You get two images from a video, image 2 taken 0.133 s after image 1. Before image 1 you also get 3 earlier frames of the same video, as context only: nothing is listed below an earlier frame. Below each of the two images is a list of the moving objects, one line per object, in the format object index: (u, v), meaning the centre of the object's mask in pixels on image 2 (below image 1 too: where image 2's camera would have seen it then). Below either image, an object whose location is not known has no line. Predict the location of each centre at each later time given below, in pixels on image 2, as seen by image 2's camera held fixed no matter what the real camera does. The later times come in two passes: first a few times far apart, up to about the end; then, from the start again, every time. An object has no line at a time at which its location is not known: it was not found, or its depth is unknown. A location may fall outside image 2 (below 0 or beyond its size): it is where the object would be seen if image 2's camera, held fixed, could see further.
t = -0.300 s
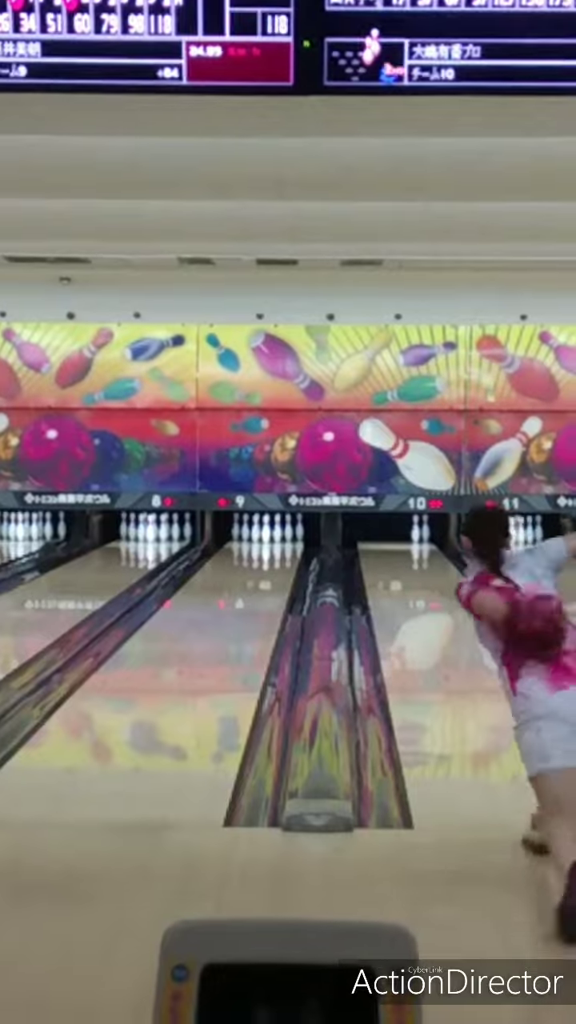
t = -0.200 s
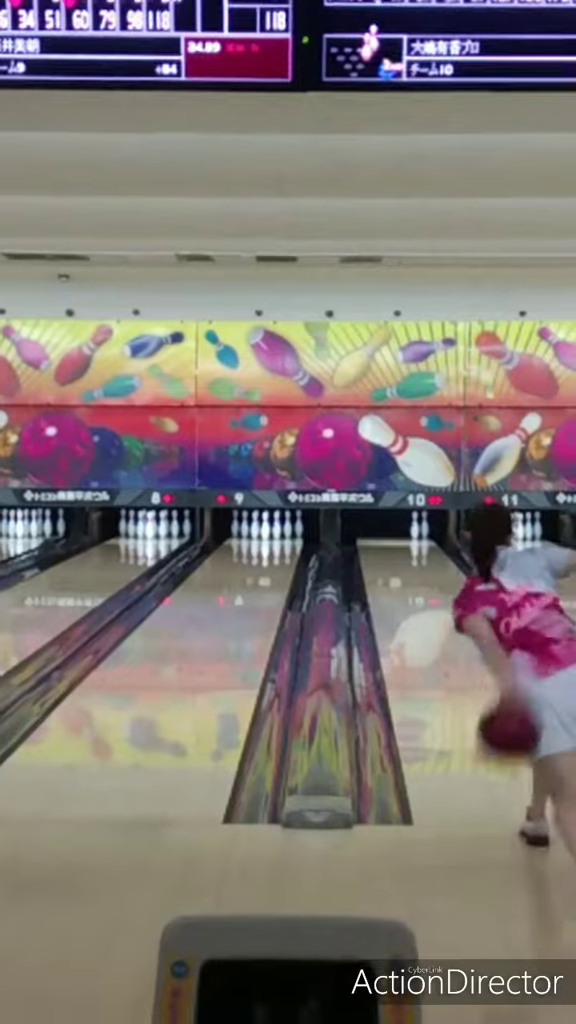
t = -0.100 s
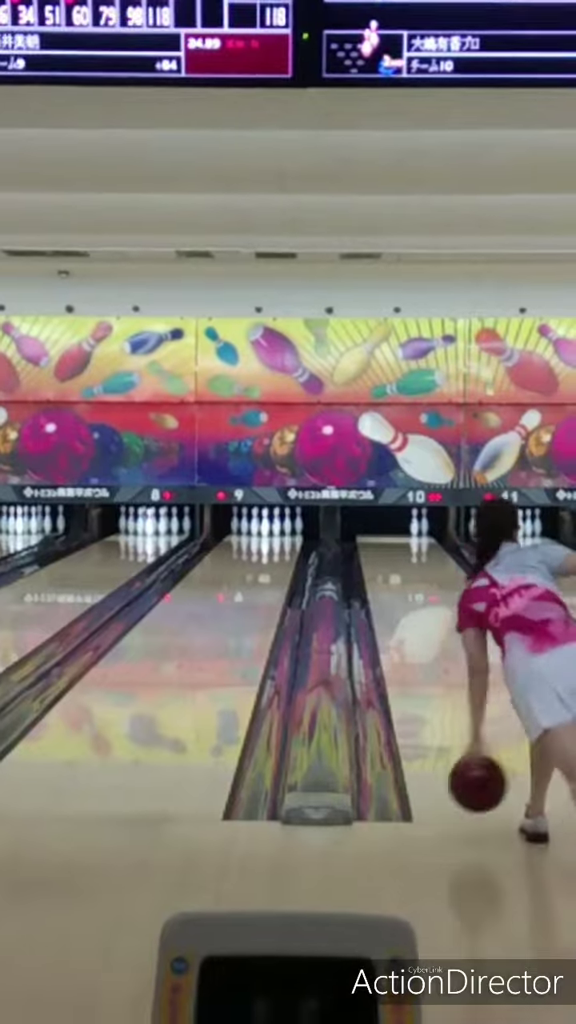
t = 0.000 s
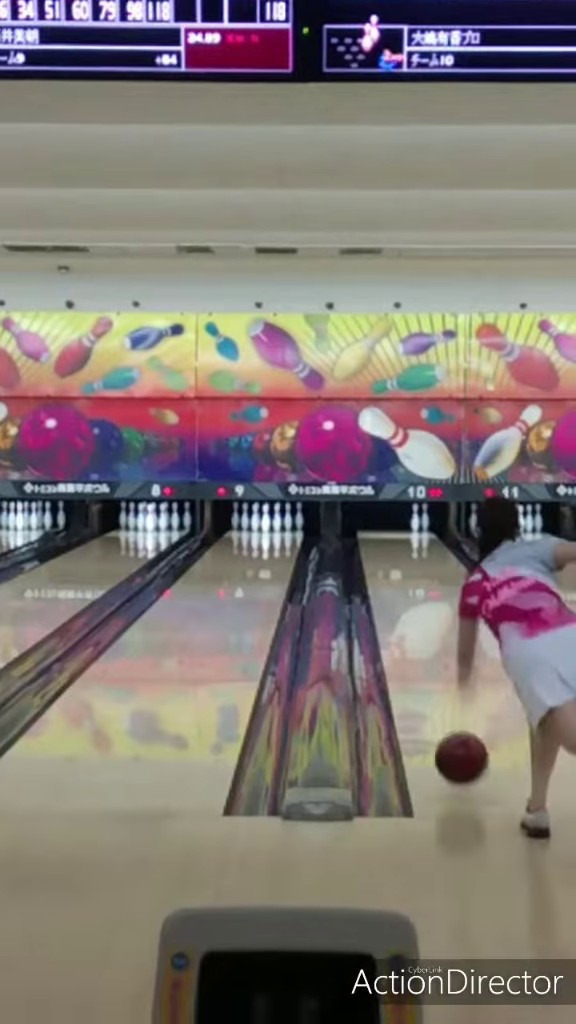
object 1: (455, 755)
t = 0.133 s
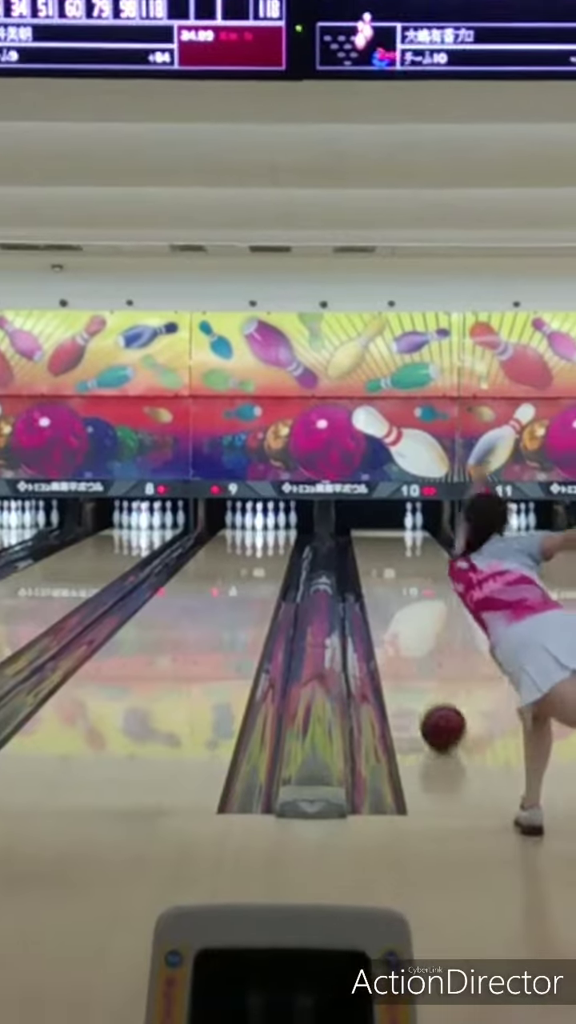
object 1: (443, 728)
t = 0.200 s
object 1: (438, 711)
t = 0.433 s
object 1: (426, 664)
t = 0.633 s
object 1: (418, 636)
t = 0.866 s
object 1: (412, 610)
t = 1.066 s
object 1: (408, 593)
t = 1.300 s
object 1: (405, 577)
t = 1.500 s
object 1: (402, 565)
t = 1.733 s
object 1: (400, 555)
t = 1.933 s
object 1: (399, 546)
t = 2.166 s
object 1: (400, 538)
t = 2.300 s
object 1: (401, 534)
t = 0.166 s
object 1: (440, 719)
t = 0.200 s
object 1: (438, 711)
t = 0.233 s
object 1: (436, 703)
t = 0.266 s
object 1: (434, 696)
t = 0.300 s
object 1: (432, 689)
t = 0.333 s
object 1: (430, 682)
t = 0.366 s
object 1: (429, 676)
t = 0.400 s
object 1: (427, 669)
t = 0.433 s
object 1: (426, 664)
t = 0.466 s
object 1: (425, 659)
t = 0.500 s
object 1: (423, 654)
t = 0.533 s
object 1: (422, 649)
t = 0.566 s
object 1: (421, 645)
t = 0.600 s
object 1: (420, 640)
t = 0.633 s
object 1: (418, 636)
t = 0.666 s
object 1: (417, 632)
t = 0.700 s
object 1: (416, 629)
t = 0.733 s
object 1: (415, 625)
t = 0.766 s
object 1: (414, 621)
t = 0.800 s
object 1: (413, 617)
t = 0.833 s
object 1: (412, 614)
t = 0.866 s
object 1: (412, 610)
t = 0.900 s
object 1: (411, 607)
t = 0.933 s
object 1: (410, 604)
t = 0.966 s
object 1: (409, 601)
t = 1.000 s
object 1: (409, 598)
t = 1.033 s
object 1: (408, 596)
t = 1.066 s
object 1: (408, 593)
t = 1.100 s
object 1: (407, 590)
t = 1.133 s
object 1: (407, 588)
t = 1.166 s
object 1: (406, 585)
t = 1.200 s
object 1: (406, 583)
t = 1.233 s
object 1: (405, 581)
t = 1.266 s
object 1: (405, 579)
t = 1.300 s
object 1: (405, 577)
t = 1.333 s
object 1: (404, 575)
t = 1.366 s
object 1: (404, 573)
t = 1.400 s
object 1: (403, 571)
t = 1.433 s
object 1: (403, 570)
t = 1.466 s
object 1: (403, 567)
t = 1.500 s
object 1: (402, 565)
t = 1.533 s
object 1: (402, 564)
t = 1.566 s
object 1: (402, 562)
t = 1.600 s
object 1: (401, 560)
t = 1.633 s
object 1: (401, 559)
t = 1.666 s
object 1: (401, 557)
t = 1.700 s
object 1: (401, 556)
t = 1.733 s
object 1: (400, 555)
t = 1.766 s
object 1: (400, 553)
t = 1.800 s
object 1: (400, 552)
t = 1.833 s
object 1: (400, 550)
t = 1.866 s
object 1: (399, 548)
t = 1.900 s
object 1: (399, 547)
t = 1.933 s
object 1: (399, 546)
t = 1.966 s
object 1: (399, 544)
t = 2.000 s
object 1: (399, 543)
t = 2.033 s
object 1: (399, 542)
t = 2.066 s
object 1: (399, 541)
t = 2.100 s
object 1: (399, 540)
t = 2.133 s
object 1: (399, 539)
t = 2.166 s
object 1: (400, 538)
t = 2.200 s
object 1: (400, 536)
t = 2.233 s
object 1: (400, 536)
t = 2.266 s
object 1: (401, 535)
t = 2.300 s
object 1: (401, 534)
